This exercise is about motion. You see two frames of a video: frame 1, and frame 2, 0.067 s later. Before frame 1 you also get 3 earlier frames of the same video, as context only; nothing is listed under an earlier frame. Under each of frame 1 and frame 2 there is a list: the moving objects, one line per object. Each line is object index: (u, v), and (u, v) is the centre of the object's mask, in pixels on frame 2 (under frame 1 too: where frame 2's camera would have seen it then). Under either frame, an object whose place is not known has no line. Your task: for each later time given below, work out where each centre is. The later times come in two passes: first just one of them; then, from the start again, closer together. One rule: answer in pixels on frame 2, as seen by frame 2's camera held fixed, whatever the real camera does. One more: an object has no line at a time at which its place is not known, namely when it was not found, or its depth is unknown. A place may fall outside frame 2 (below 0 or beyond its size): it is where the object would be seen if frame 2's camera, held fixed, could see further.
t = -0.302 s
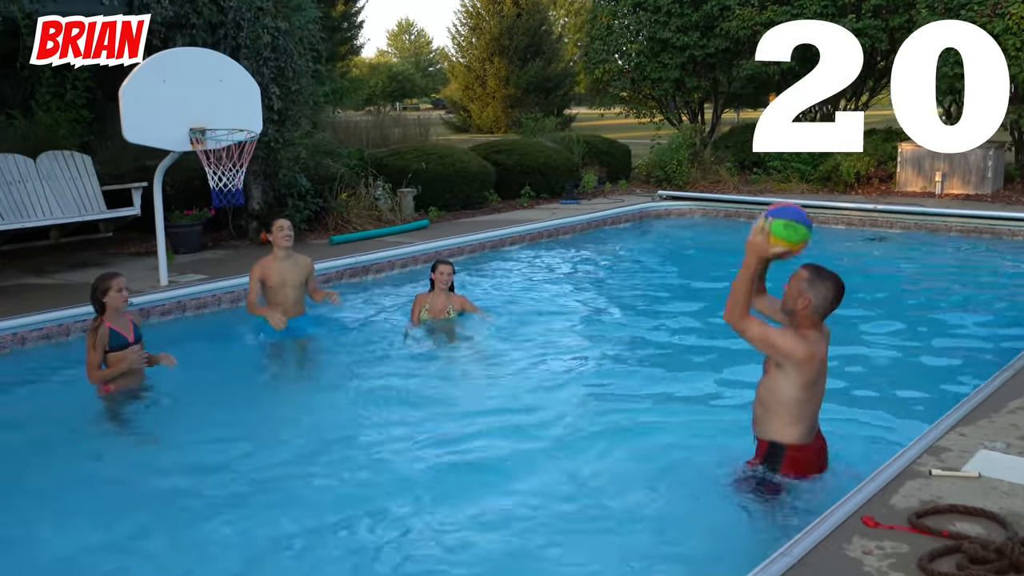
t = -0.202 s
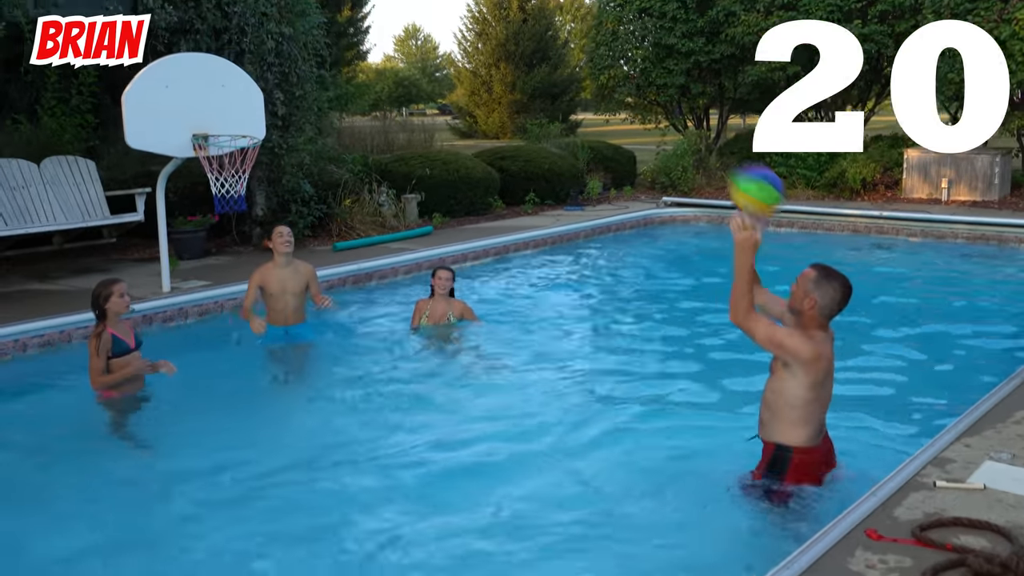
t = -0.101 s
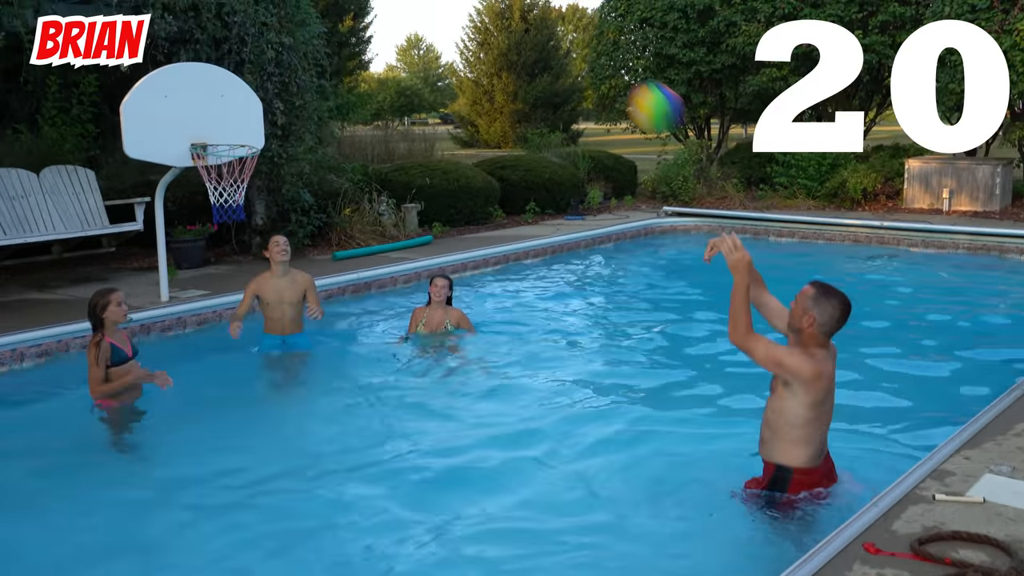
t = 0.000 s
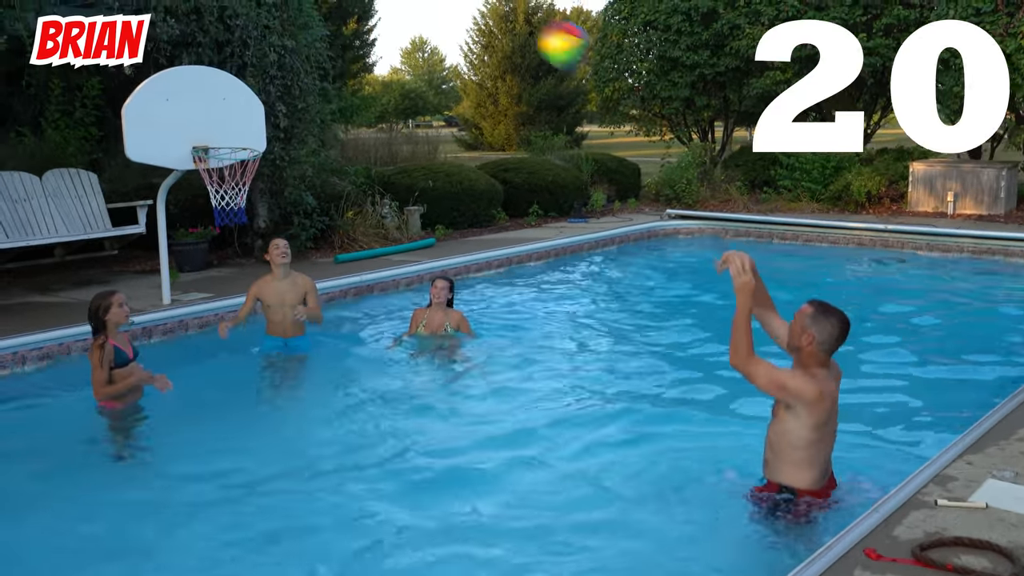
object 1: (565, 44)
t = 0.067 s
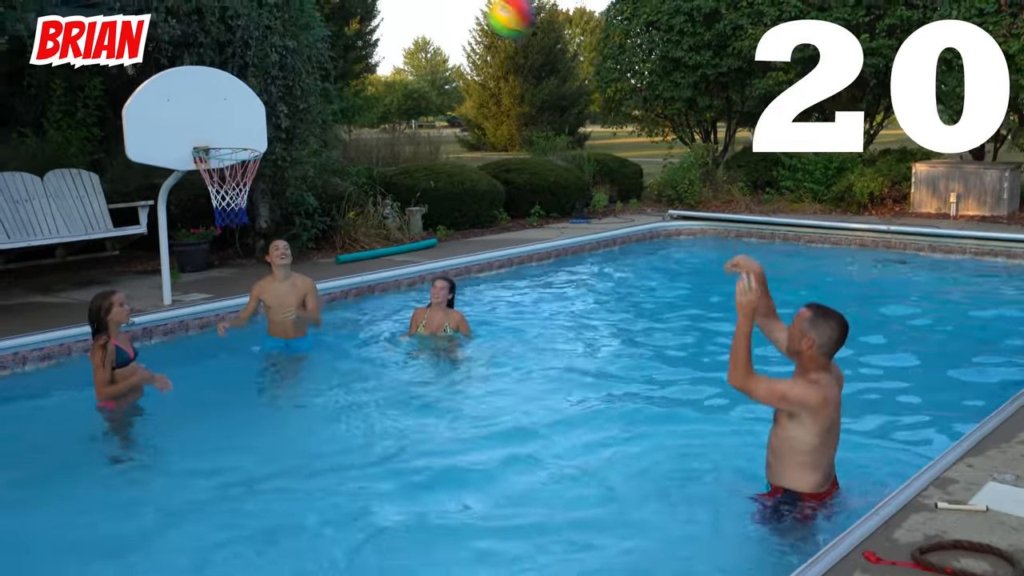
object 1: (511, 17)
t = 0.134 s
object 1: (457, 8)
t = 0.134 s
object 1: (457, 8)
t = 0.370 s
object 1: (304, 13)
